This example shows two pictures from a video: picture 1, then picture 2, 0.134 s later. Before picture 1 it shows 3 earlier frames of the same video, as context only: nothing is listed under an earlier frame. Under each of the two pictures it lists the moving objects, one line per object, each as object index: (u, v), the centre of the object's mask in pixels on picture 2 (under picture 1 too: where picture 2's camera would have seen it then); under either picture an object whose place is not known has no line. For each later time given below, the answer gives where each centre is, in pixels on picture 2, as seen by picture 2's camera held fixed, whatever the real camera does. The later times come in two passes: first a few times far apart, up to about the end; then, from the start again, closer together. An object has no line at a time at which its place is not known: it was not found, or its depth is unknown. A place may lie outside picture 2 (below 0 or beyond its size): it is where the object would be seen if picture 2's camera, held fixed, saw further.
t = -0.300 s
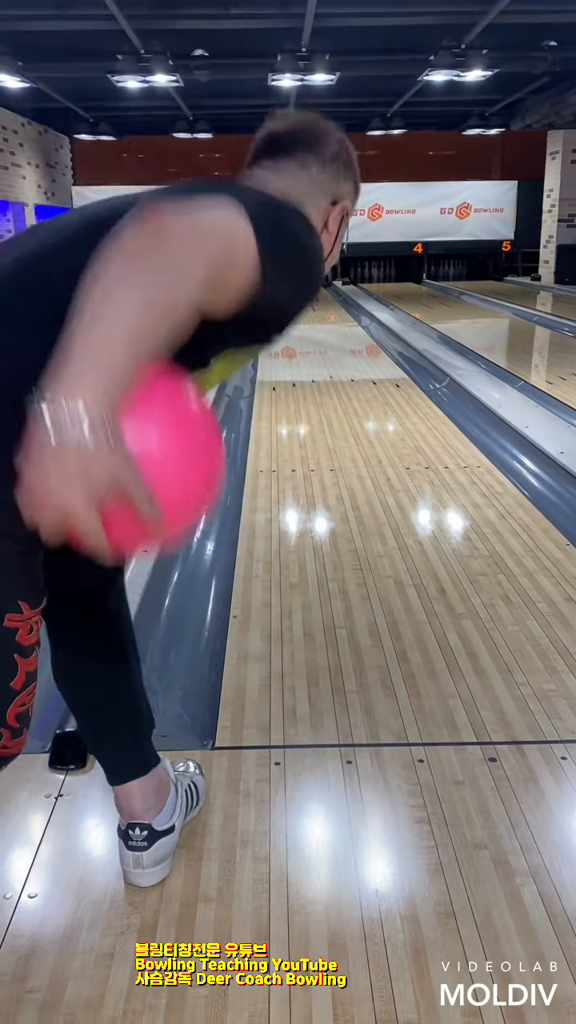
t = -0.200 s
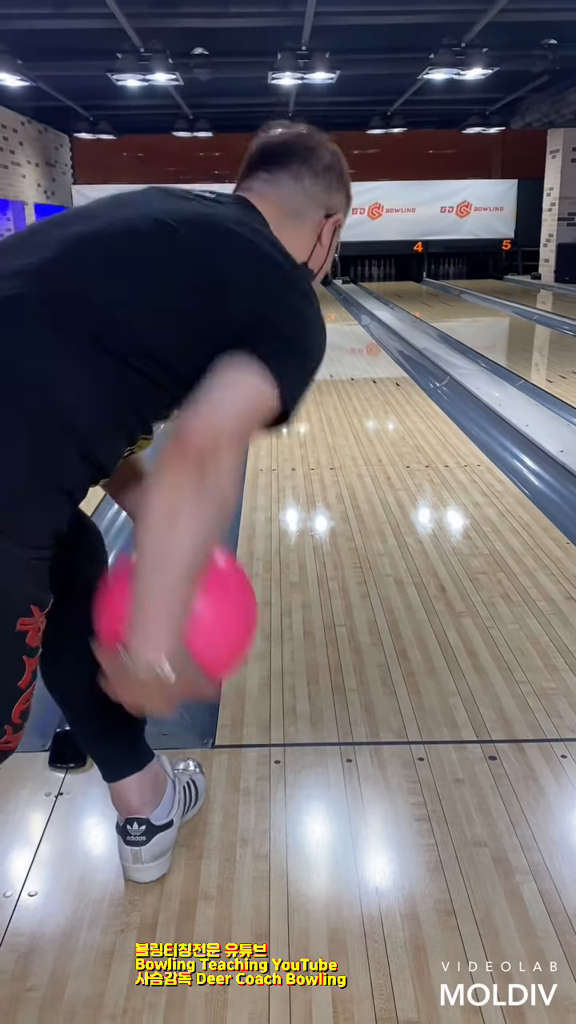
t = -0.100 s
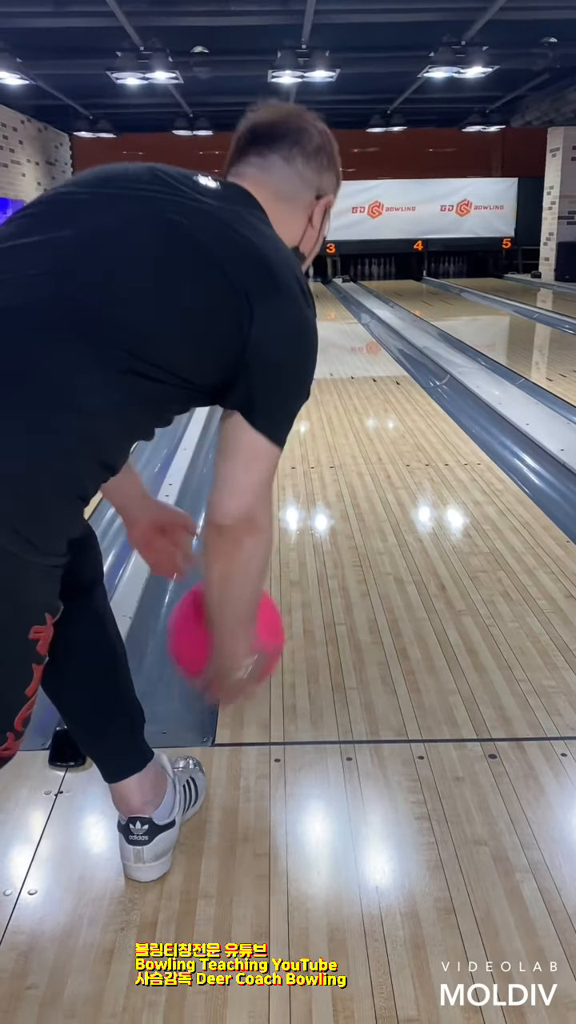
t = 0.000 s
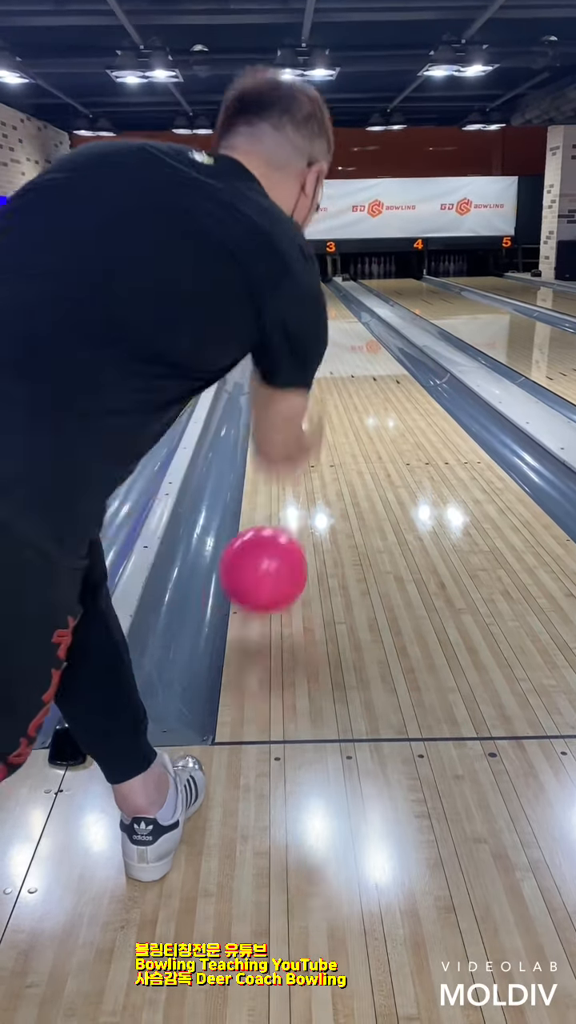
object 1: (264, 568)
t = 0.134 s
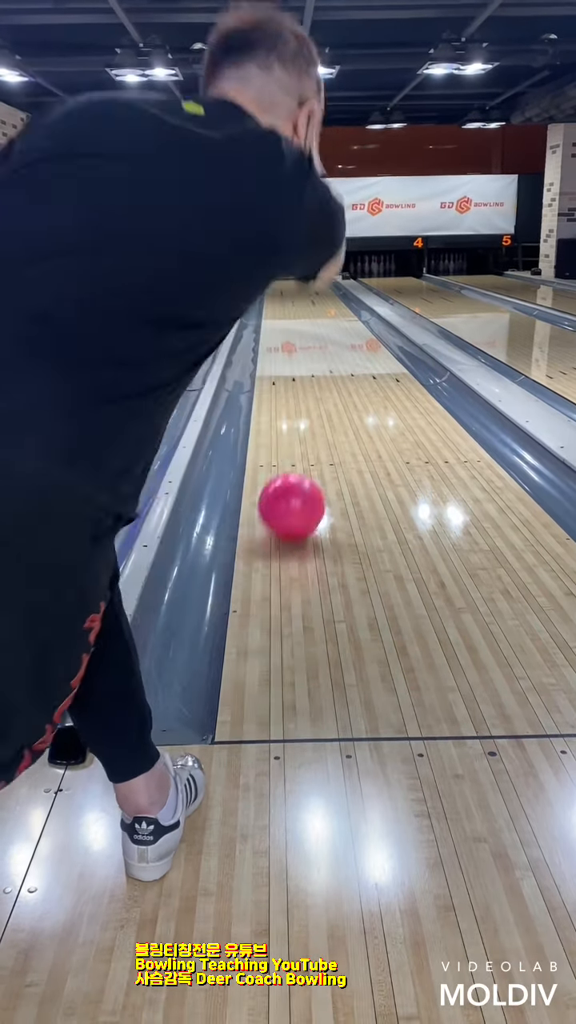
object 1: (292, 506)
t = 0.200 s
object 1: (301, 478)
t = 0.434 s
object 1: (321, 413)
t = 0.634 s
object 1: (330, 379)
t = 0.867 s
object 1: (338, 352)
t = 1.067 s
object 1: (342, 336)
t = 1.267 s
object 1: (344, 324)
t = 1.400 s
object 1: (345, 316)
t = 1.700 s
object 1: (346, 304)
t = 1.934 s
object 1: (344, 297)
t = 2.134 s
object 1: (340, 292)
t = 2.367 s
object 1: (335, 287)
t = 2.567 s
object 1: (328, 284)
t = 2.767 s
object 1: (320, 281)
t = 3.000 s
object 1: (311, 278)
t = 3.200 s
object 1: (304, 276)
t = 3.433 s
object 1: (296, 273)
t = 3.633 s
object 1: (291, 272)
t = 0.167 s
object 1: (297, 491)
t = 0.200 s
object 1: (301, 478)
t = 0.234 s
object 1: (305, 466)
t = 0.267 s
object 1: (308, 455)
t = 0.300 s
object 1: (311, 445)
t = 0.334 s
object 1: (314, 436)
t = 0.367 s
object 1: (317, 428)
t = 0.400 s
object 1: (319, 420)
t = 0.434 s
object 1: (321, 413)
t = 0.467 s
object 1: (323, 406)
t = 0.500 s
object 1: (325, 400)
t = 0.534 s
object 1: (326, 394)
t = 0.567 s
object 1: (328, 389)
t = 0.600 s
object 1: (329, 383)
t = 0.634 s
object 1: (330, 379)
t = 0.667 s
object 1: (332, 374)
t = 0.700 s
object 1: (333, 370)
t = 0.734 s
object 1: (334, 366)
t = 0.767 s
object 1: (335, 362)
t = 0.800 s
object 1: (336, 359)
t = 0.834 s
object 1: (337, 355)
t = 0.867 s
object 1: (338, 352)
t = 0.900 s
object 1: (338, 349)
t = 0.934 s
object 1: (339, 346)
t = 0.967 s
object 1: (340, 344)
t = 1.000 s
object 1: (340, 341)
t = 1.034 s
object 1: (341, 338)
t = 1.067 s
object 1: (342, 336)
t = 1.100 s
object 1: (342, 334)
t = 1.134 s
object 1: (342, 331)
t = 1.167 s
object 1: (343, 329)
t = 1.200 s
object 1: (343, 327)
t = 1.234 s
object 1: (344, 325)
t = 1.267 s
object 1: (344, 324)
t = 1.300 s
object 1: (344, 321)
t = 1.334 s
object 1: (345, 320)
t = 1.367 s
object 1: (345, 318)
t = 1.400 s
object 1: (345, 316)
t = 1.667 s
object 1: (346, 305)
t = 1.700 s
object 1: (346, 304)
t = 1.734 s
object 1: (345, 303)
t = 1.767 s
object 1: (345, 302)
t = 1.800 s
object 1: (345, 301)
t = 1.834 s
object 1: (344, 300)
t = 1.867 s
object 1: (344, 299)
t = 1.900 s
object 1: (344, 298)
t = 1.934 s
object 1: (344, 297)
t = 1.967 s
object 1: (343, 296)
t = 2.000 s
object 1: (343, 295)
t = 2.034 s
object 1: (342, 294)
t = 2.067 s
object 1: (341, 293)
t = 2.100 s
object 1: (341, 293)
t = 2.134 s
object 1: (340, 292)
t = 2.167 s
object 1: (339, 291)
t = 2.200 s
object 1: (338, 290)
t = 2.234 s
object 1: (337, 290)
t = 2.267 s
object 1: (338, 289)
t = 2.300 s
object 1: (336, 288)
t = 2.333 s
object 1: (335, 288)
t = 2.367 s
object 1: (335, 287)
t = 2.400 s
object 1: (334, 287)
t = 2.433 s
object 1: (333, 286)
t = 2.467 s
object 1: (332, 285)
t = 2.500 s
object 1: (331, 285)
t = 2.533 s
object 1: (329, 284)
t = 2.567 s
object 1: (328, 284)
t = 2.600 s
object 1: (327, 283)
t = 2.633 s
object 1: (326, 283)
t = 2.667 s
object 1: (324, 282)
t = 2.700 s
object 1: (323, 282)
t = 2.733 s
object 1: (322, 282)
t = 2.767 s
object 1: (320, 281)
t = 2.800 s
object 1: (319, 281)
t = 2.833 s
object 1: (317, 281)
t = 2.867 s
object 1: (316, 280)
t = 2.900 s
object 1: (315, 279)
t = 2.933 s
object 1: (313, 279)
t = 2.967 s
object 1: (312, 278)
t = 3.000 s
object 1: (311, 278)
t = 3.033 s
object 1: (310, 278)
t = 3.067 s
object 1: (309, 277)
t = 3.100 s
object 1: (308, 277)
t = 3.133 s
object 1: (306, 277)
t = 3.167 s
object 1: (305, 276)
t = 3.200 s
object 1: (304, 276)
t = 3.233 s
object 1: (303, 276)
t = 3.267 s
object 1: (302, 275)
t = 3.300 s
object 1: (301, 275)
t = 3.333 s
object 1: (300, 275)
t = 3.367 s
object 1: (299, 274)
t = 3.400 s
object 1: (297, 274)
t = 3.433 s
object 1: (296, 273)
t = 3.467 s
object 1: (295, 273)
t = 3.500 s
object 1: (294, 273)
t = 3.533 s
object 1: (294, 272)
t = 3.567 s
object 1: (292, 273)
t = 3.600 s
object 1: (291, 273)
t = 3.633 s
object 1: (291, 272)
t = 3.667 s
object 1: (289, 272)
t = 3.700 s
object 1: (289, 272)
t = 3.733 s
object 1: (288, 272)
